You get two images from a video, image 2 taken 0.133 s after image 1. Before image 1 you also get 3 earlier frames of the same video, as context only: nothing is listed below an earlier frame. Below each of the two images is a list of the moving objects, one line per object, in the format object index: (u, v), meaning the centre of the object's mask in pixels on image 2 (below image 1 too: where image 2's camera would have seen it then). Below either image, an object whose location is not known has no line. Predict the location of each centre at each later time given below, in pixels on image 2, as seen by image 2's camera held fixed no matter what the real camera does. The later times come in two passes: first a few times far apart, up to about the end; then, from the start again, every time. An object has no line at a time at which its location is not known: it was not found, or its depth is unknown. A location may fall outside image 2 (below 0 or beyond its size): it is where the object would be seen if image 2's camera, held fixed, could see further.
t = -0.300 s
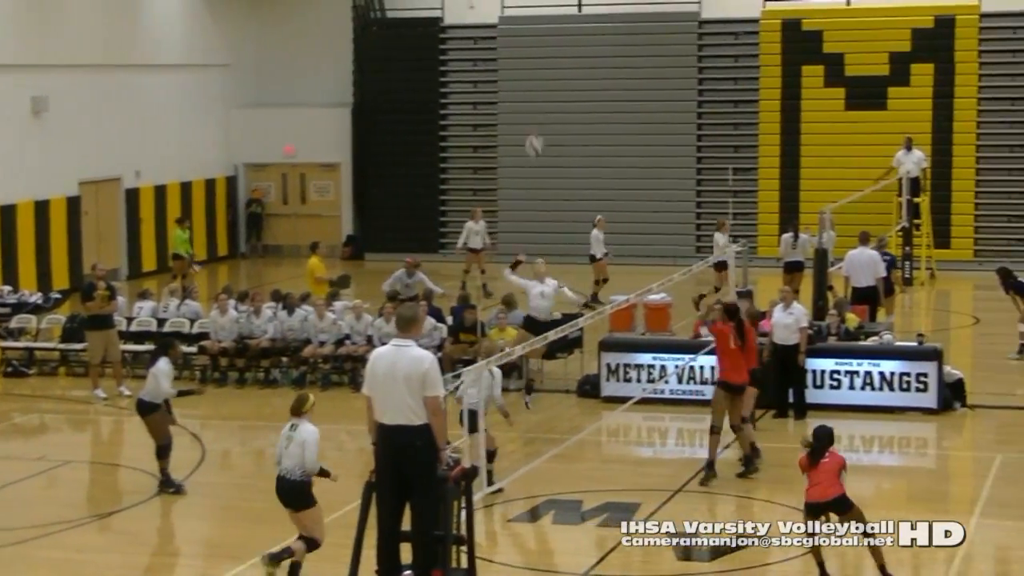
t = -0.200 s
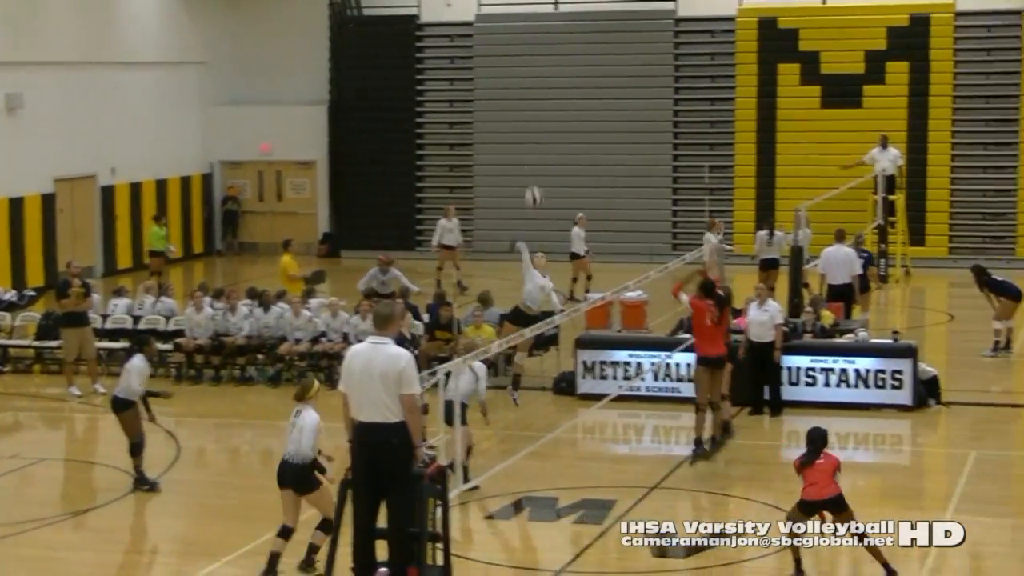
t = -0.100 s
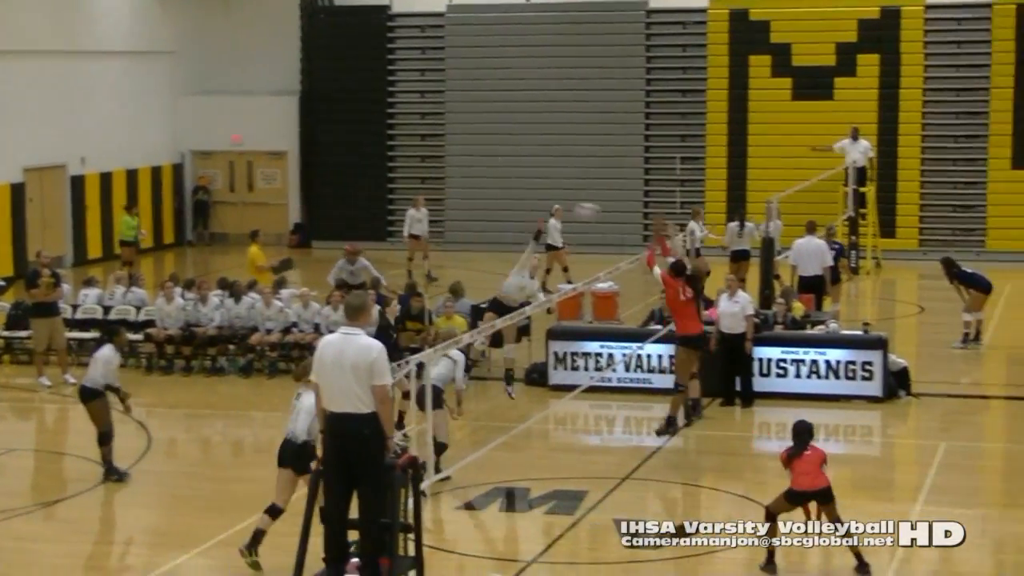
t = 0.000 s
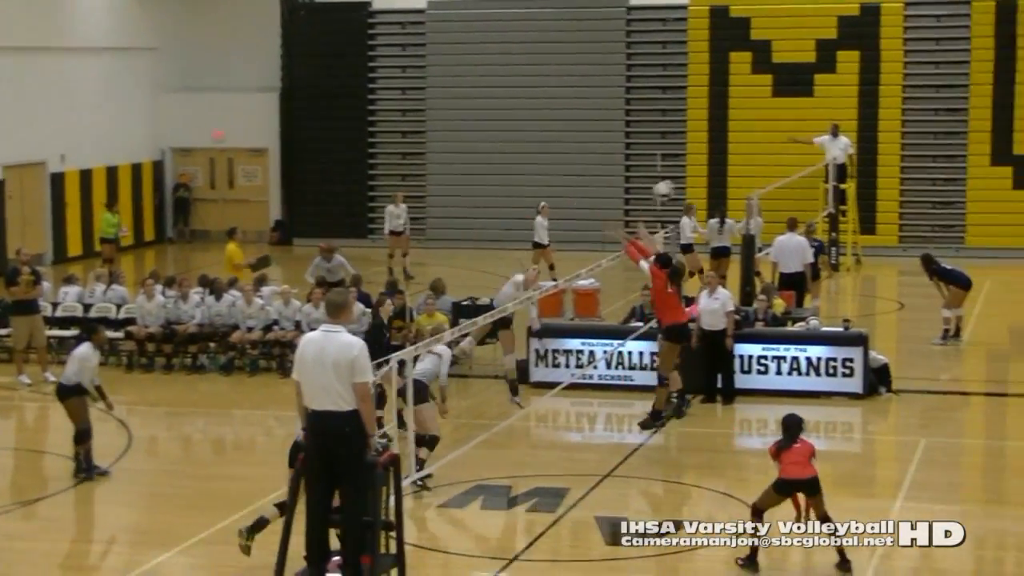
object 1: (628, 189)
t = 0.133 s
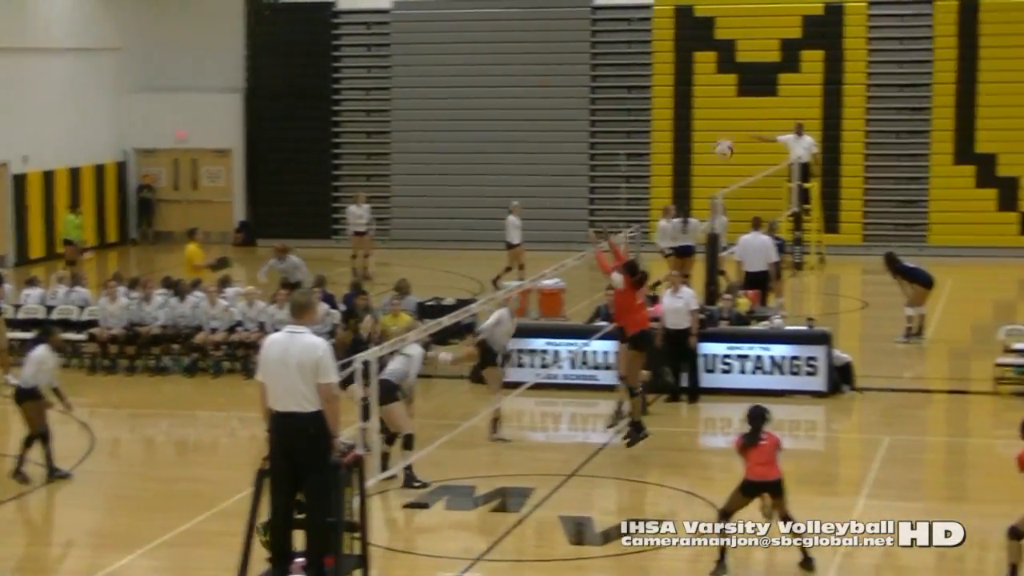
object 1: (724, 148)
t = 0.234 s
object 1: (798, 129)
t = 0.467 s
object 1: (982, 123)
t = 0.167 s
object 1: (748, 140)
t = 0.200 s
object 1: (773, 133)
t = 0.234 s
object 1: (798, 129)
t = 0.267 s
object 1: (825, 123)
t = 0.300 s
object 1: (849, 120)
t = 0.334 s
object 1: (876, 120)
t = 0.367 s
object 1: (902, 119)
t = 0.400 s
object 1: (928, 119)
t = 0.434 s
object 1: (957, 121)
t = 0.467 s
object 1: (982, 123)
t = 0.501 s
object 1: (1009, 126)
